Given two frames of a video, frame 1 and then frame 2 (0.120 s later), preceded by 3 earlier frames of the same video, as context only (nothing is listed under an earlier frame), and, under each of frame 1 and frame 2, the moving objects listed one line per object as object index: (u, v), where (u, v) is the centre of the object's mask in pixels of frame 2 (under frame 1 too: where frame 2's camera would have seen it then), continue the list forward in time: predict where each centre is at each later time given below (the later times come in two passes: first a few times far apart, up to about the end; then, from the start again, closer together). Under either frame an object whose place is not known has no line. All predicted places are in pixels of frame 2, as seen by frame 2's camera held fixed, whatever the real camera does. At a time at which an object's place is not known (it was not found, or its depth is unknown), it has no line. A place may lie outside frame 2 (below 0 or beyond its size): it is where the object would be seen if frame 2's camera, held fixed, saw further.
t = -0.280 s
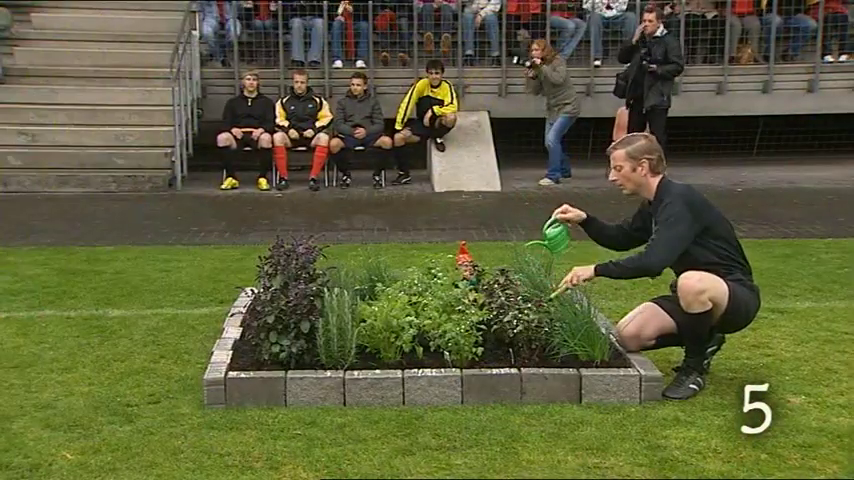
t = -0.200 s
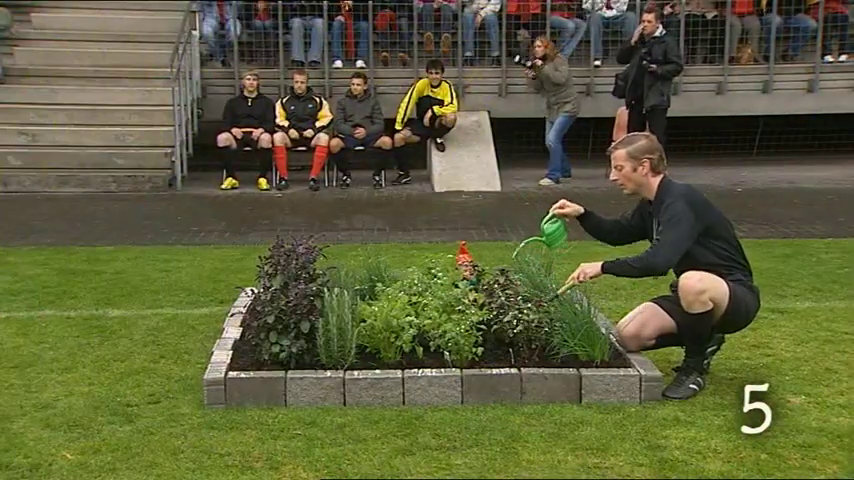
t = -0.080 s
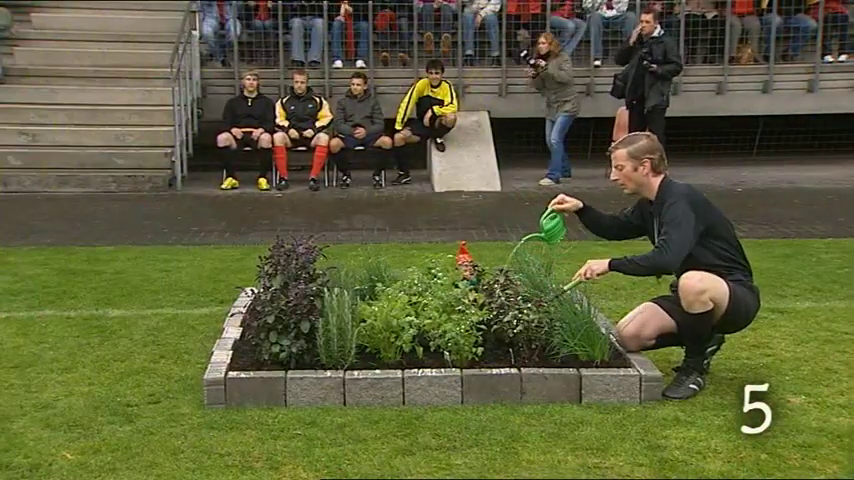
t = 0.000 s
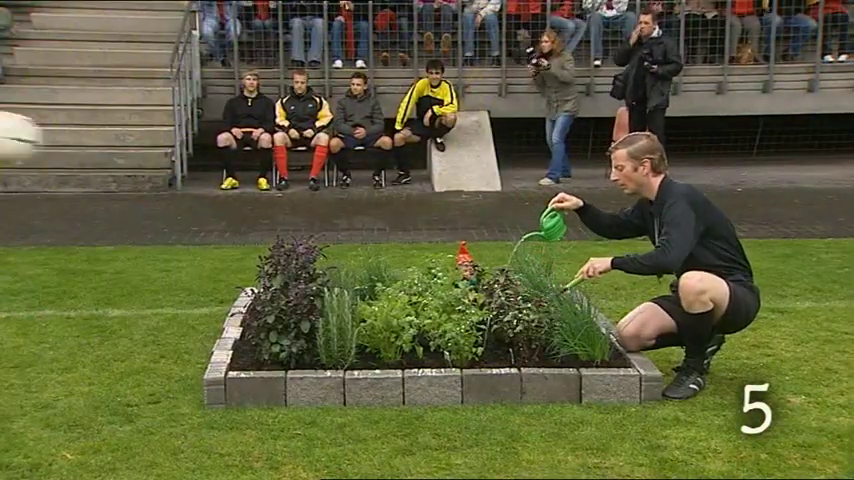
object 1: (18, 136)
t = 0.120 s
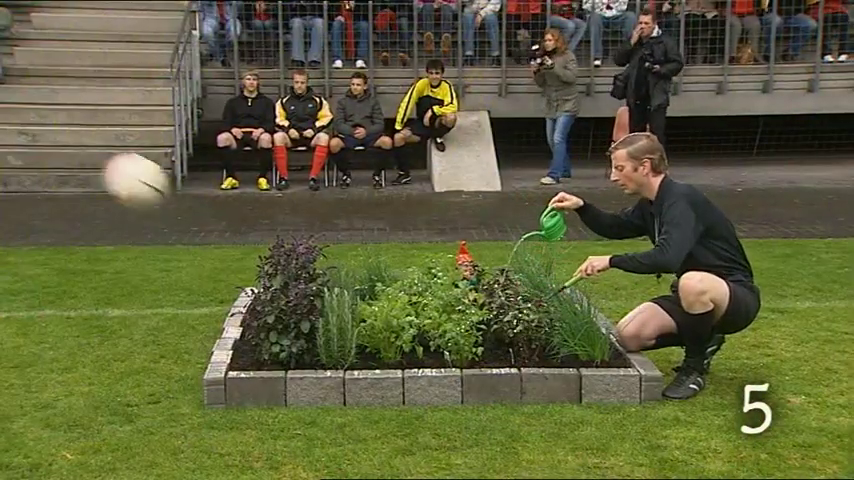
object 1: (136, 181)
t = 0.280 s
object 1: (279, 270)
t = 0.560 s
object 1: (365, 287)
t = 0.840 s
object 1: (381, 294)
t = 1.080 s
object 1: (377, 295)
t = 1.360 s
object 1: (377, 295)
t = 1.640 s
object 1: (376, 295)
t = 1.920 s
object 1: (377, 296)
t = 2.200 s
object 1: (377, 296)
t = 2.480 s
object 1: (377, 296)
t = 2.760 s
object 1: (377, 296)
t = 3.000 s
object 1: (377, 296)
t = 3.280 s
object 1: (377, 296)
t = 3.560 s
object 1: (377, 296)
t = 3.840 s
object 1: (377, 296)
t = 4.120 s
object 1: (377, 296)
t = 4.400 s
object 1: (377, 296)
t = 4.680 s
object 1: (377, 296)
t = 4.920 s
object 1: (377, 296)
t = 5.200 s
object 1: (377, 296)
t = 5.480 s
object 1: (376, 296)
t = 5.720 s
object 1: (377, 296)
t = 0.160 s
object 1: (175, 201)
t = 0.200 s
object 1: (214, 223)
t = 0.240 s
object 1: (250, 249)
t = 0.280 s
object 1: (279, 270)
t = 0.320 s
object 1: (312, 282)
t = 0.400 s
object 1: (339, 288)
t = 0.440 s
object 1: (347, 286)
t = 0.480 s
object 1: (354, 286)
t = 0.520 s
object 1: (359, 286)
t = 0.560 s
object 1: (365, 287)
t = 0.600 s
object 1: (367, 290)
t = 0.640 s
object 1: (368, 291)
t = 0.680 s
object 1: (371, 293)
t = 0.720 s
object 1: (375, 295)
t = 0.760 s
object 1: (378, 295)
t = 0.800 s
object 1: (380, 294)
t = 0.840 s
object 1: (381, 294)
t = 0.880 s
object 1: (382, 295)
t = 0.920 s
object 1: (382, 295)
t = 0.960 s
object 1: (381, 294)
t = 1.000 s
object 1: (380, 295)
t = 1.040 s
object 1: (379, 295)
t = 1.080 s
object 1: (377, 295)
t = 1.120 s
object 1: (377, 295)
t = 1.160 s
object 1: (376, 295)
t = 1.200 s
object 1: (377, 295)
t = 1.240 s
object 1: (377, 295)
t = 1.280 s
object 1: (377, 295)
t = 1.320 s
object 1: (377, 295)
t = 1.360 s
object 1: (377, 295)
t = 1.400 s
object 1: (377, 295)
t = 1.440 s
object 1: (377, 295)
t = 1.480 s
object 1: (377, 295)
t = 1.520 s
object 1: (377, 296)
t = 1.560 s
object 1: (377, 296)
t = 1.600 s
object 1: (377, 295)
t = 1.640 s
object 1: (376, 295)
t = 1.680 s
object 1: (376, 295)
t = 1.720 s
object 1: (376, 295)
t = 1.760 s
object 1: (377, 296)
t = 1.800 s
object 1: (377, 296)
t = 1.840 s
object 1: (376, 295)
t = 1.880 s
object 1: (376, 295)
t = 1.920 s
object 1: (377, 296)
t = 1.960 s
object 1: (377, 295)
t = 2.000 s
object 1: (377, 296)
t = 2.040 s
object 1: (377, 296)
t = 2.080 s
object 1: (377, 296)
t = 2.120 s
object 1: (377, 296)
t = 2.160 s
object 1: (377, 296)
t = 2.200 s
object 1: (377, 296)
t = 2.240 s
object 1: (377, 296)
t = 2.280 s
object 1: (377, 296)
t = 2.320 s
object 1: (377, 296)
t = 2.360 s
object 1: (377, 296)
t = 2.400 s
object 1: (377, 296)
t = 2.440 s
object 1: (377, 296)
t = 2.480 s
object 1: (377, 296)
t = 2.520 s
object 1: (377, 296)
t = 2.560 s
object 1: (377, 296)
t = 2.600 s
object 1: (377, 296)
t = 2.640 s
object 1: (377, 296)
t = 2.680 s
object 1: (377, 296)
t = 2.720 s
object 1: (377, 296)
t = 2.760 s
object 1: (377, 296)
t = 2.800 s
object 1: (377, 296)
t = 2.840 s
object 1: (377, 296)
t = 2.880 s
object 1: (377, 296)
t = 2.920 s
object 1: (377, 296)
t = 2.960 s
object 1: (377, 296)
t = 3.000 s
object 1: (377, 296)
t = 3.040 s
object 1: (377, 296)
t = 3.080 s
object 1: (377, 296)
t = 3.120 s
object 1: (377, 296)
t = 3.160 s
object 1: (377, 296)
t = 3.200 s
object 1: (377, 296)
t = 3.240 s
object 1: (377, 296)
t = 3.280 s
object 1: (377, 296)
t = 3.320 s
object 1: (377, 296)
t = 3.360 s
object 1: (377, 296)
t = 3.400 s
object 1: (377, 296)
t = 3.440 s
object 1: (377, 296)
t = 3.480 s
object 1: (377, 296)
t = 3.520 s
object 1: (377, 296)
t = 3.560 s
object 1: (377, 296)
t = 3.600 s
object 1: (377, 296)
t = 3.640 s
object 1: (377, 296)
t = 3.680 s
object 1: (377, 296)
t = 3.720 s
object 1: (377, 296)
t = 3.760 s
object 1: (377, 296)
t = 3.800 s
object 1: (377, 296)
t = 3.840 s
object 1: (377, 296)
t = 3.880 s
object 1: (377, 296)
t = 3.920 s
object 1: (377, 296)
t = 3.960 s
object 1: (377, 296)
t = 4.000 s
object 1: (377, 296)
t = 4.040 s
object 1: (377, 296)
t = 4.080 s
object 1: (377, 296)
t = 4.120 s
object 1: (377, 296)
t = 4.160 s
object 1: (377, 296)
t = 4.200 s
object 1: (377, 296)
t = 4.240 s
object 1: (377, 296)
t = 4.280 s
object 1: (377, 296)
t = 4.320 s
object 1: (377, 296)
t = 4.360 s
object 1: (377, 296)
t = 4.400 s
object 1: (377, 296)
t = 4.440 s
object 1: (377, 296)
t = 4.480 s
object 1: (377, 296)
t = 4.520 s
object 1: (377, 296)
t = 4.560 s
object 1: (377, 296)
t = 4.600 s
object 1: (377, 296)
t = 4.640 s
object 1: (377, 296)
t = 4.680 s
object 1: (377, 296)
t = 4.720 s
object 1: (377, 296)
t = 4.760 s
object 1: (377, 296)
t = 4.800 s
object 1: (377, 296)
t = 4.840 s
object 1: (377, 296)
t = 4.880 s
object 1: (377, 296)
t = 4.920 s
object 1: (377, 296)
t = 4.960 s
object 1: (377, 296)
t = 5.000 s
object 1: (377, 296)
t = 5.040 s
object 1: (377, 296)
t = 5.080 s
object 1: (377, 296)
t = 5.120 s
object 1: (377, 296)
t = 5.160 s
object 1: (377, 296)
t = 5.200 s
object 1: (377, 296)
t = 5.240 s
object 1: (376, 296)
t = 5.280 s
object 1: (377, 296)
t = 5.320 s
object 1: (376, 296)
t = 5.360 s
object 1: (376, 296)
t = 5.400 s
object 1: (377, 296)
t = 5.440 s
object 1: (376, 296)
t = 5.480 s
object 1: (376, 296)
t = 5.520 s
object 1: (376, 296)
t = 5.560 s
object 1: (377, 296)
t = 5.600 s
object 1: (377, 296)
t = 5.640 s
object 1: (376, 296)
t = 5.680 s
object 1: (376, 296)
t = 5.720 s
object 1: (377, 296)
